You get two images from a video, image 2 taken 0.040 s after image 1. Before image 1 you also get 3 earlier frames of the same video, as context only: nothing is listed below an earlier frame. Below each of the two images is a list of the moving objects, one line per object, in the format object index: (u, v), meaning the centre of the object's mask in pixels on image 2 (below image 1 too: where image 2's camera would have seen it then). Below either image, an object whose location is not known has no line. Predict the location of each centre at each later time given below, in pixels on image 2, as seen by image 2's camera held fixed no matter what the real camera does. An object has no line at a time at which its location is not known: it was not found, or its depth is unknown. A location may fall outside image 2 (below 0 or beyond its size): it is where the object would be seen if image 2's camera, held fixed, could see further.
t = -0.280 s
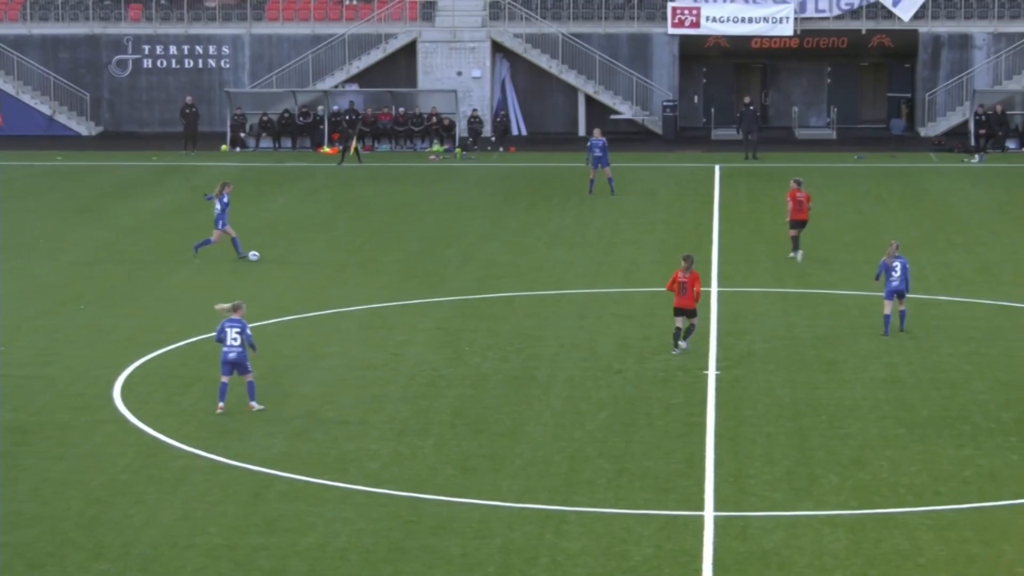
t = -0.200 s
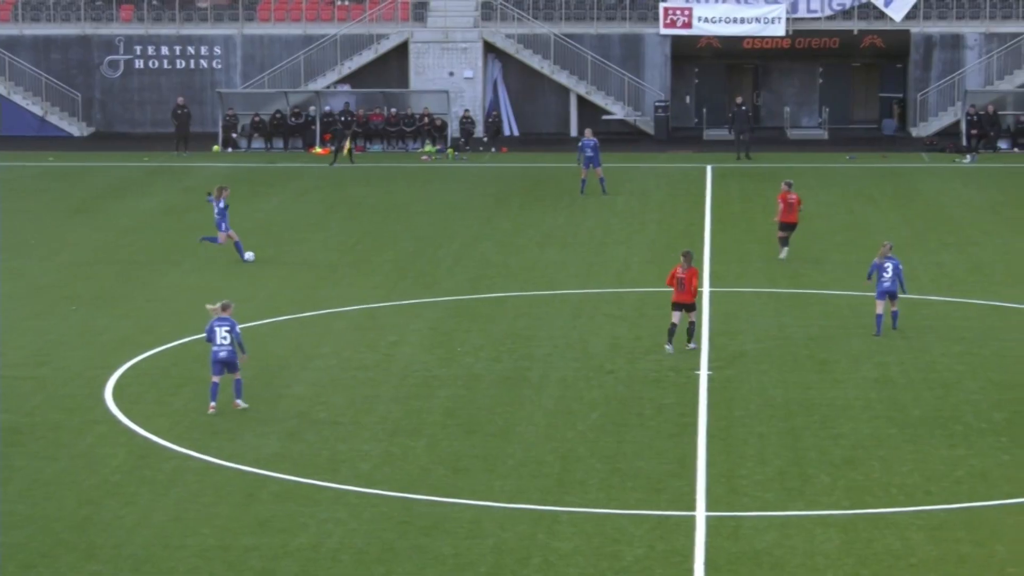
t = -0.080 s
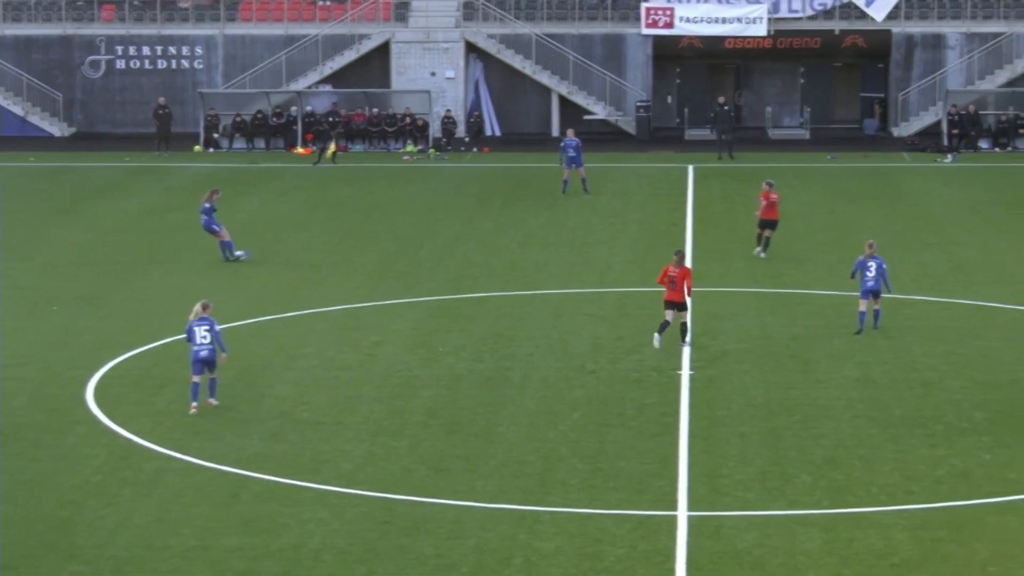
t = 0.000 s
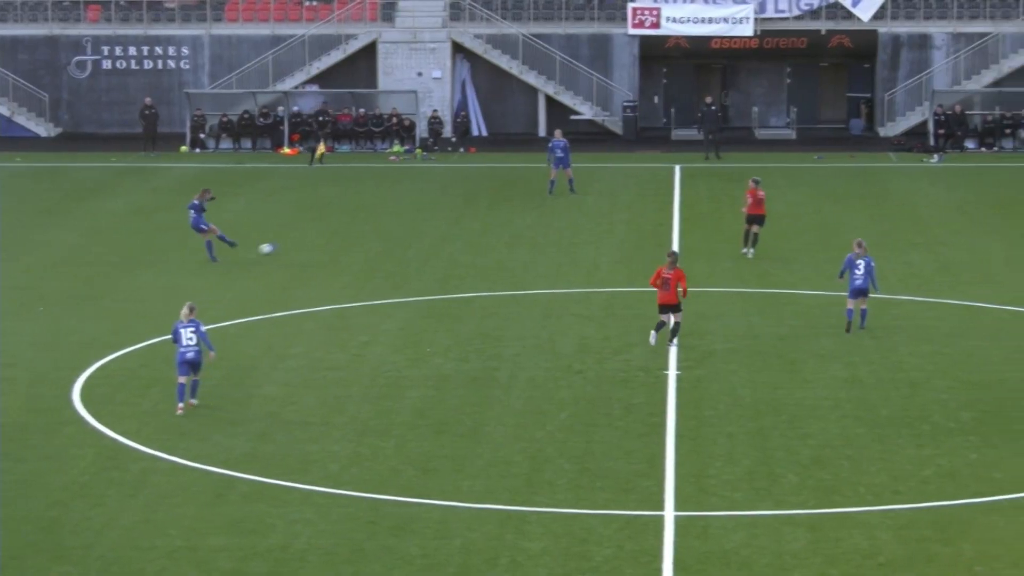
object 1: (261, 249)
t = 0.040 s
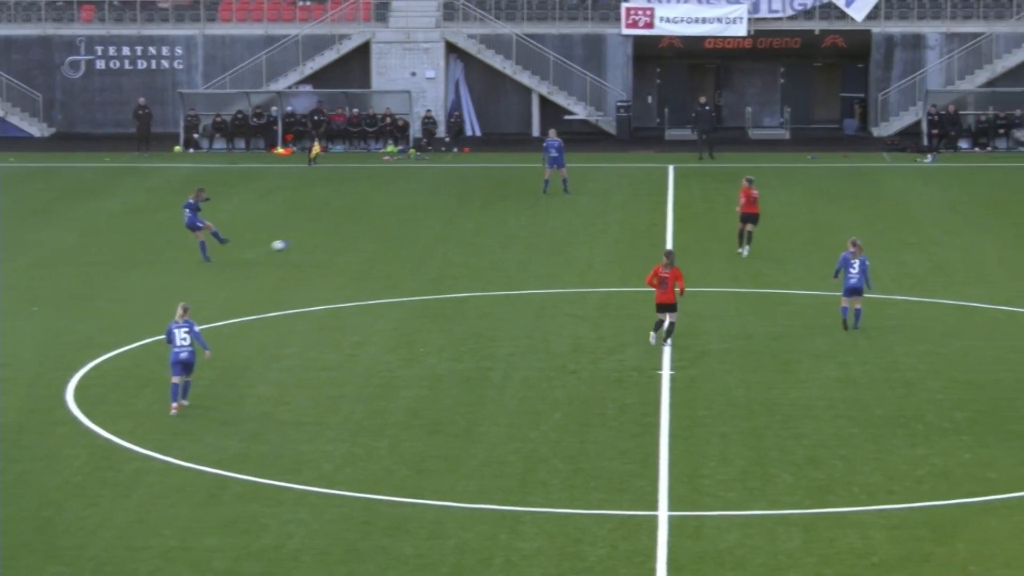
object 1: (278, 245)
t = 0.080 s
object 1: (295, 242)
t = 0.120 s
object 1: (311, 239)
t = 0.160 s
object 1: (325, 236)
